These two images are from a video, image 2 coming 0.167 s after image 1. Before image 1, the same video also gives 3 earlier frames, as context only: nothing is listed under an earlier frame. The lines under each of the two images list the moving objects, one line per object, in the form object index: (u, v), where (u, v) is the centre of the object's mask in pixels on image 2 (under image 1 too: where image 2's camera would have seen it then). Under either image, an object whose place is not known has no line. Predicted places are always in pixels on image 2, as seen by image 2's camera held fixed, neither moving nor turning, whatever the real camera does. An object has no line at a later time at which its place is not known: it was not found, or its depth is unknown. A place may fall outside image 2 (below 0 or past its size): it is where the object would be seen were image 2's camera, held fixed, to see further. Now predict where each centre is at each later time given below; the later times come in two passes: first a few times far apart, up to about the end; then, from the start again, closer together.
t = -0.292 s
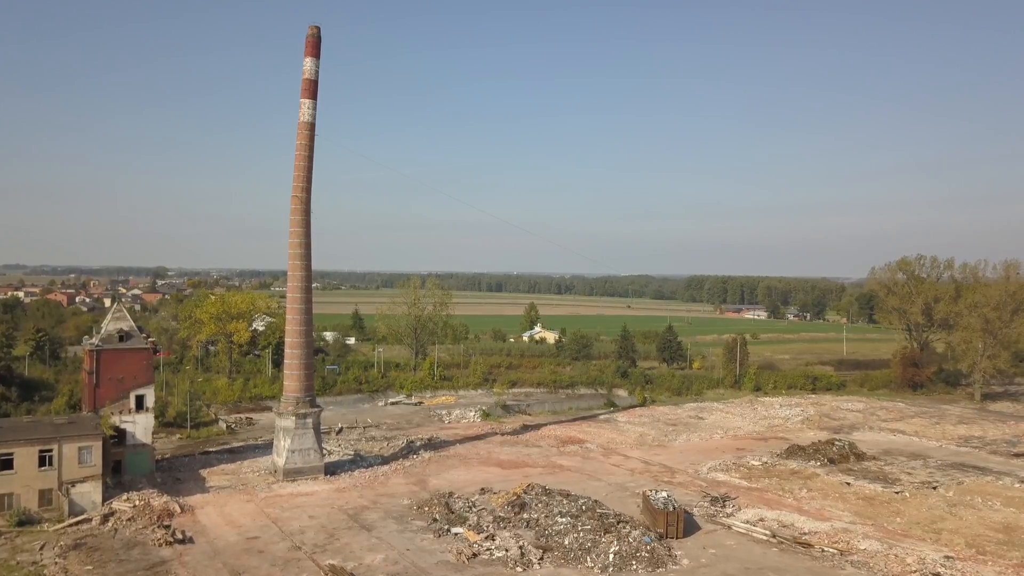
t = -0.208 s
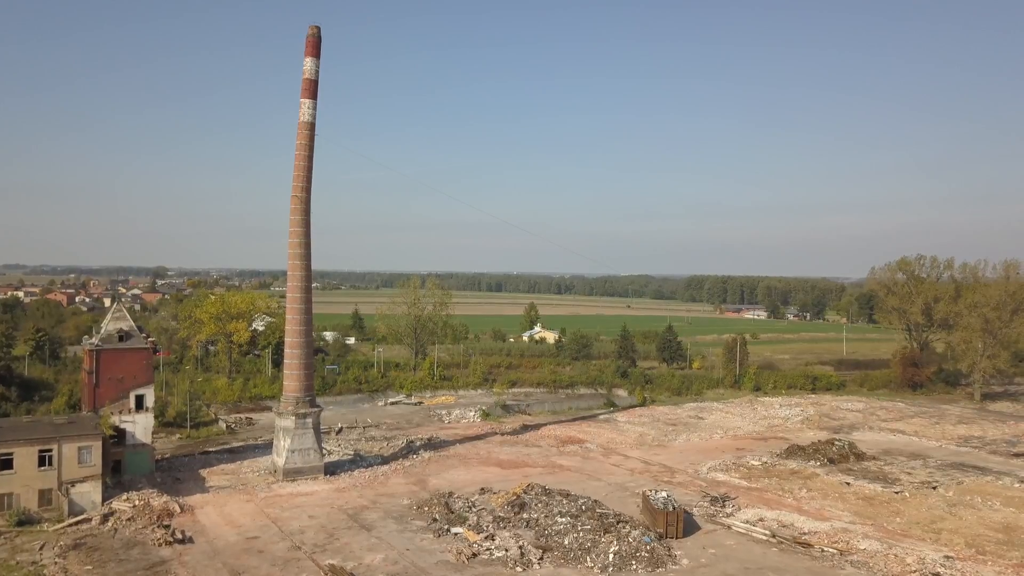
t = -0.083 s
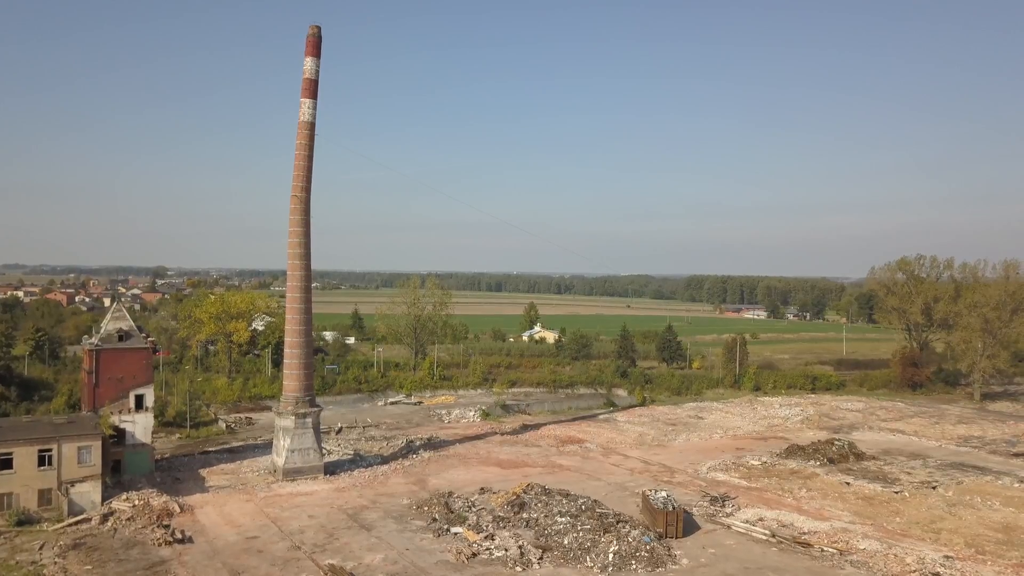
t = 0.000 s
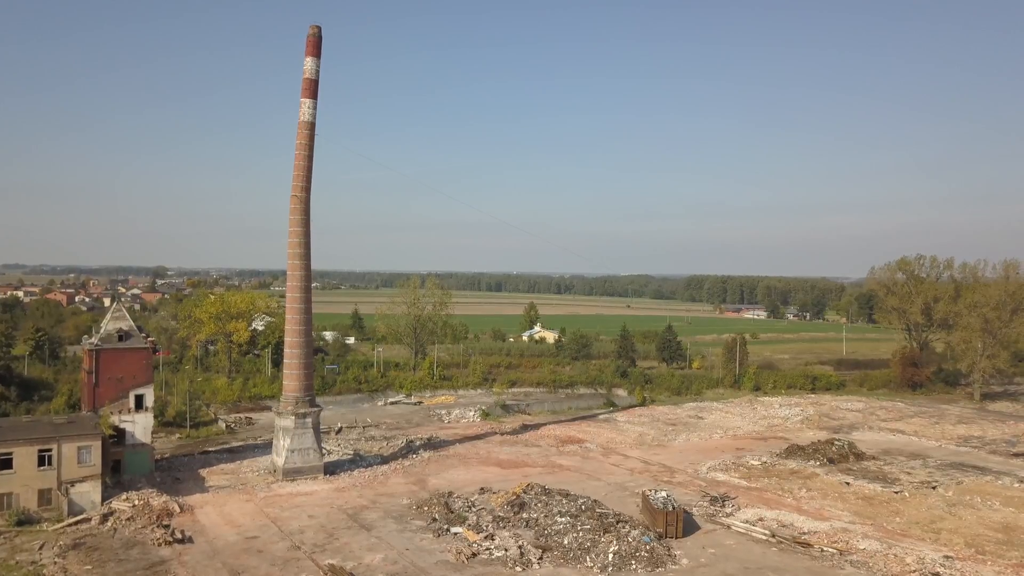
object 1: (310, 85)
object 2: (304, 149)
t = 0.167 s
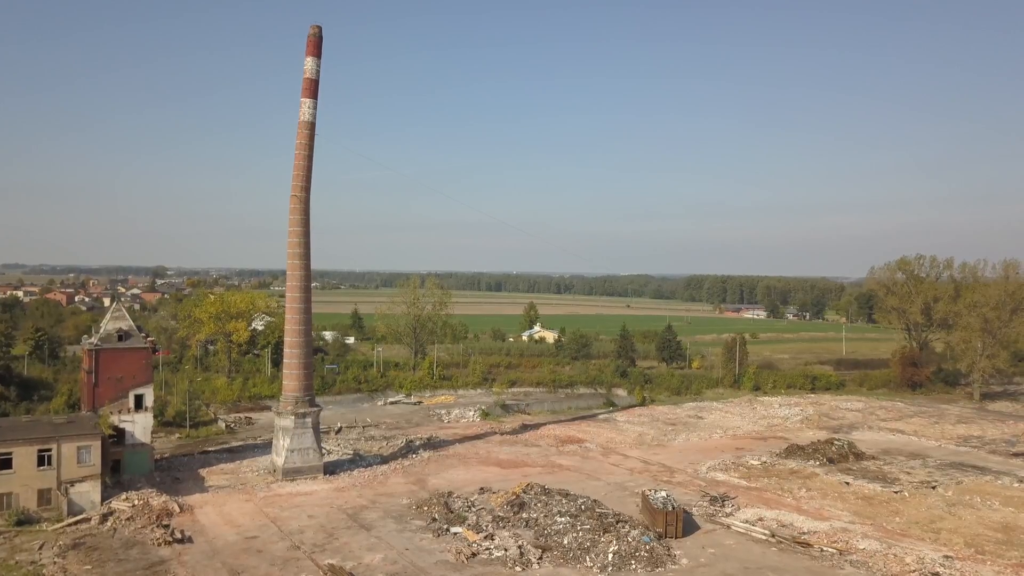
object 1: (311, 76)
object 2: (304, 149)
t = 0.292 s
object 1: (311, 80)
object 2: (304, 149)
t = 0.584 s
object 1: (313, 77)
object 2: (305, 148)
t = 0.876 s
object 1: (314, 77)
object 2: (305, 147)
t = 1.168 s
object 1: (315, 77)
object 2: (306, 146)
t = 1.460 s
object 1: (317, 77)
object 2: (307, 142)
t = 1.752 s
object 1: (319, 77)
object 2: (309, 139)
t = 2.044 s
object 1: (321, 77)
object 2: (309, 140)
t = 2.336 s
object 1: (324, 78)
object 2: (310, 141)
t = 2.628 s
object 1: (327, 78)
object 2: (312, 141)
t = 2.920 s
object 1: (332, 79)
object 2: (314, 142)
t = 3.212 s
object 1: (338, 81)
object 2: (317, 142)
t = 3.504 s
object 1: (345, 84)
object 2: (320, 144)
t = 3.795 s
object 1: (354, 88)
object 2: (323, 146)
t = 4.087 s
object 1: (366, 94)
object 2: (328, 149)
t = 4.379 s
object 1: (379, 104)
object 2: (334, 154)
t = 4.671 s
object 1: (397, 116)
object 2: (339, 161)
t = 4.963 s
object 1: (414, 137)
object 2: (346, 172)
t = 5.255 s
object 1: (429, 166)
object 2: (353, 188)
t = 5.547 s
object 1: (445, 200)
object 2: (360, 211)
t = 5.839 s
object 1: (460, 241)
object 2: (366, 240)
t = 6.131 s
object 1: (474, 287)
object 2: (378, 277)
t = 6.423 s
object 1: (489, 340)
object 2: (385, 321)
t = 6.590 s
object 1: (497, 372)
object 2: (389, 349)
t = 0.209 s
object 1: (311, 84)
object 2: (304, 149)
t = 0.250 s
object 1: (311, 82)
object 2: (304, 149)
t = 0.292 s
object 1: (311, 80)
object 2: (304, 149)
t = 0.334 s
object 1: (312, 80)
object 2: (305, 149)
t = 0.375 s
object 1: (312, 79)
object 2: (305, 149)
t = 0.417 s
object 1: (312, 79)
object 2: (305, 148)
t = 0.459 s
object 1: (312, 79)
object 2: (305, 148)
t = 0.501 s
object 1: (312, 78)
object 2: (305, 149)
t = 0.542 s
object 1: (313, 78)
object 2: (305, 149)
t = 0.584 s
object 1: (313, 77)
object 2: (305, 148)
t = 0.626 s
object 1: (313, 77)
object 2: (305, 148)
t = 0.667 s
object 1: (313, 77)
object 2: (305, 148)
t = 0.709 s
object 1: (313, 77)
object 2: (305, 148)
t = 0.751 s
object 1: (313, 77)
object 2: (305, 148)
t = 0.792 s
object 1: (314, 77)
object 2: (305, 147)
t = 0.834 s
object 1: (314, 77)
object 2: (305, 147)
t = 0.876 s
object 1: (314, 77)
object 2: (305, 147)
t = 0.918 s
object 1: (314, 77)
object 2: (306, 146)
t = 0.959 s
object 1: (314, 77)
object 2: (306, 145)
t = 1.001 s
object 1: (314, 77)
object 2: (306, 144)
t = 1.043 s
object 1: (315, 77)
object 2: (306, 144)
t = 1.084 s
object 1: (315, 77)
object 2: (306, 145)
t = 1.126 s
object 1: (315, 77)
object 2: (306, 145)
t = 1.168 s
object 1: (315, 77)
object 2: (306, 146)
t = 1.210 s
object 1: (316, 77)
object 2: (306, 143)
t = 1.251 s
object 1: (316, 77)
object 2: (307, 143)
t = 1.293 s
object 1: (316, 77)
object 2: (307, 142)
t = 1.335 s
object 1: (316, 77)
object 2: (307, 142)
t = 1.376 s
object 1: (316, 77)
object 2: (307, 141)
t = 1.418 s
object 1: (317, 77)
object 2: (307, 142)
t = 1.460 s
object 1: (317, 77)
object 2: (307, 142)
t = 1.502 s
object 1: (317, 77)
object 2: (307, 144)
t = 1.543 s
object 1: (317, 77)
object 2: (308, 139)
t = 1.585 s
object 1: (318, 77)
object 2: (308, 140)
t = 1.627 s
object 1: (318, 77)
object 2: (308, 140)
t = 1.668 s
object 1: (318, 77)
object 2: (308, 140)
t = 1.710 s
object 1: (318, 77)
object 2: (308, 140)
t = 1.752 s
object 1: (319, 77)
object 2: (309, 139)
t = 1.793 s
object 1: (319, 77)
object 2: (309, 139)
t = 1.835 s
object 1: (319, 77)
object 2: (309, 139)
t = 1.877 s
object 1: (320, 77)
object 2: (309, 139)
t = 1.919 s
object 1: (320, 77)
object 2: (309, 140)
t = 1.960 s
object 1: (320, 77)
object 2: (309, 140)
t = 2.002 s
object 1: (321, 77)
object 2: (309, 139)
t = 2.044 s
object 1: (321, 77)
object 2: (309, 140)
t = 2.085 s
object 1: (321, 77)
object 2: (309, 140)
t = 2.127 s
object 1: (322, 77)
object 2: (310, 140)
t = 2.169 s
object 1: (322, 77)
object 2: (310, 141)
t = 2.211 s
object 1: (323, 78)
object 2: (310, 141)
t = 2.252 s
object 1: (323, 78)
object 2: (310, 141)
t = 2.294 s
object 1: (323, 78)
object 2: (310, 141)
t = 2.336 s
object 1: (324, 78)
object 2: (310, 141)
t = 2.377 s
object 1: (324, 78)
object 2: (311, 141)
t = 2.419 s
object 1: (325, 78)
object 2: (311, 141)
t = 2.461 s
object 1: (325, 78)
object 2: (311, 141)
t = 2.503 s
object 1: (326, 78)
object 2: (311, 141)
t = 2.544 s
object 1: (326, 78)
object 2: (311, 141)
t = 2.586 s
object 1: (327, 78)
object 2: (312, 141)
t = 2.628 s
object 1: (327, 78)
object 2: (312, 141)
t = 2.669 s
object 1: (328, 79)
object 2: (312, 141)
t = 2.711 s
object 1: (329, 79)
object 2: (312, 141)
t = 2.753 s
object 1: (329, 79)
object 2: (313, 141)
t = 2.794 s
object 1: (330, 79)
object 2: (313, 142)
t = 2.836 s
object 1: (331, 79)
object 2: (313, 142)
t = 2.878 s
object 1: (331, 79)
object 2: (314, 142)
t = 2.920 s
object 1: (332, 79)
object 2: (314, 142)
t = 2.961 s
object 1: (333, 79)
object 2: (314, 142)
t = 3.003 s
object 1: (334, 80)
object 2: (315, 142)
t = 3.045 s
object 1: (334, 80)
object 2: (315, 142)
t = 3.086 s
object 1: (335, 80)
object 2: (315, 142)
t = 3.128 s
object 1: (336, 81)
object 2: (316, 142)
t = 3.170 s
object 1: (337, 81)
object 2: (316, 142)
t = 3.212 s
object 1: (338, 81)
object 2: (317, 142)
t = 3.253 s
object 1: (339, 82)
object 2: (317, 143)
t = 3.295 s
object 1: (340, 82)
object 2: (317, 143)
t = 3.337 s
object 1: (341, 82)
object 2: (318, 143)
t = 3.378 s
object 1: (342, 83)
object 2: (318, 143)
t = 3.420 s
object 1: (343, 83)
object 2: (319, 143)
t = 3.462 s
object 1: (344, 83)
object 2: (319, 144)
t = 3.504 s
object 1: (345, 84)
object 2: (320, 144)
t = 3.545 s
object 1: (346, 85)
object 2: (320, 144)
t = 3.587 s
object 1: (347, 85)
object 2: (321, 145)
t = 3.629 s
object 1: (349, 86)
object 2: (321, 145)
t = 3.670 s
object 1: (350, 86)
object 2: (322, 145)
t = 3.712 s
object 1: (352, 87)
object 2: (322, 145)
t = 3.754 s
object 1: (353, 87)
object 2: (323, 146)
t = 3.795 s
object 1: (354, 88)
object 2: (323, 146)
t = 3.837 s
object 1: (356, 89)
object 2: (324, 147)
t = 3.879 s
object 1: (357, 90)
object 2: (325, 147)
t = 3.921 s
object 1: (359, 90)
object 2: (325, 147)
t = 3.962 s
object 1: (361, 91)
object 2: (326, 148)
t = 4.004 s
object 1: (362, 92)
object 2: (327, 148)
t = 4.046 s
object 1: (364, 93)
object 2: (328, 148)
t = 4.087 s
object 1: (366, 94)
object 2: (328, 149)
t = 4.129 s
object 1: (368, 95)
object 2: (329, 149)
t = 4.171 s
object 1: (369, 97)
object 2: (330, 150)
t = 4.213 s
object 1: (371, 98)
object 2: (331, 151)
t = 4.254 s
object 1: (373, 99)
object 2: (332, 151)
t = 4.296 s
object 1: (375, 100)
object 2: (332, 152)
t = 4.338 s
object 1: (377, 102)
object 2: (333, 153)
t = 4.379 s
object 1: (379, 104)
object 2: (334, 154)
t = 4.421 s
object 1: (381, 105)
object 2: (335, 154)
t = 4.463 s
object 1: (384, 107)
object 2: (335, 156)
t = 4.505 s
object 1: (386, 109)
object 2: (335, 157)
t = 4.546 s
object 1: (390, 109)
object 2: (336, 158)
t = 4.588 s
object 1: (394, 110)
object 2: (336, 160)
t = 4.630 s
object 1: (394, 114)
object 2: (338, 160)
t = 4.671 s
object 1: (397, 116)
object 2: (339, 161)
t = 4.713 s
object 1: (396, 121)
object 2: (339, 163)
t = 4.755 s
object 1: (399, 124)
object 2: (340, 164)
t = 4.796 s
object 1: (405, 124)
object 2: (341, 166)
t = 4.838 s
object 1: (407, 127)
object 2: (343, 167)
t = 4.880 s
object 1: (410, 130)
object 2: (343, 169)
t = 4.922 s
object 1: (412, 134)
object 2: (345, 170)
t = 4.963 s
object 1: (414, 137)
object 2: (346, 172)
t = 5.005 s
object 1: (416, 141)
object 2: (347, 174)
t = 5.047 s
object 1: (418, 145)
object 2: (348, 176)
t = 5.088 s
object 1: (420, 149)
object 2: (349, 178)
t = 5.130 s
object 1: (422, 153)
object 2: (350, 181)
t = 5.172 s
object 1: (425, 157)
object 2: (351, 183)
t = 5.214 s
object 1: (427, 162)
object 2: (352, 186)
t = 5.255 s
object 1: (429, 166)
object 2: (353, 188)
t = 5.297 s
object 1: (431, 171)
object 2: (354, 191)
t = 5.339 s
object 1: (434, 175)
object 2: (356, 194)
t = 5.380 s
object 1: (436, 180)
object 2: (357, 197)
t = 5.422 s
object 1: (438, 185)
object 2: (357, 201)
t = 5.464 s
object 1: (440, 190)
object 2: (358, 204)
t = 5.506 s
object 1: (442, 195)
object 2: (359, 208)
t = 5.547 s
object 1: (445, 200)
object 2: (360, 211)
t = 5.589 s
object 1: (447, 206)
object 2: (361, 215)
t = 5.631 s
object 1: (449, 211)
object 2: (362, 219)
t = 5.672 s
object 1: (451, 217)
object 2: (363, 223)
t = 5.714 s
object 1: (454, 223)
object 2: (363, 227)
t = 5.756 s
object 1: (456, 229)
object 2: (364, 231)
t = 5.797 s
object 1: (458, 235)
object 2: (365, 236)
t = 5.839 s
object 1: (460, 241)
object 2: (366, 240)
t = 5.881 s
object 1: (462, 247)
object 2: (367, 245)
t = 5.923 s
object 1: (465, 253)
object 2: (368, 250)
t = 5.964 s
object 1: (467, 260)
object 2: (369, 254)
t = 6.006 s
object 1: (469, 267)
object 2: (370, 260)
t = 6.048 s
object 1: (471, 273)
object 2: (376, 266)
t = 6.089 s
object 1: (473, 280)
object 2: (377, 272)
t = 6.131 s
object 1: (474, 287)
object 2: (378, 277)
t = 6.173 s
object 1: (477, 294)
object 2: (379, 283)
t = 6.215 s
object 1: (479, 301)
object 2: (380, 289)
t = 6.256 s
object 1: (481, 309)
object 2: (381, 295)
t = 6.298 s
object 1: (483, 316)
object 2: (382, 301)
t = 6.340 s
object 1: (485, 324)
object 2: (383, 308)
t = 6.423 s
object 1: (489, 340)
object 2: (385, 321)
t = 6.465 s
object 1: (490, 348)
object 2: (386, 327)
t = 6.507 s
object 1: (493, 356)
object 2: (387, 335)
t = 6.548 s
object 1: (495, 364)
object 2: (388, 341)
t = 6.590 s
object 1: (497, 372)
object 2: (389, 349)
